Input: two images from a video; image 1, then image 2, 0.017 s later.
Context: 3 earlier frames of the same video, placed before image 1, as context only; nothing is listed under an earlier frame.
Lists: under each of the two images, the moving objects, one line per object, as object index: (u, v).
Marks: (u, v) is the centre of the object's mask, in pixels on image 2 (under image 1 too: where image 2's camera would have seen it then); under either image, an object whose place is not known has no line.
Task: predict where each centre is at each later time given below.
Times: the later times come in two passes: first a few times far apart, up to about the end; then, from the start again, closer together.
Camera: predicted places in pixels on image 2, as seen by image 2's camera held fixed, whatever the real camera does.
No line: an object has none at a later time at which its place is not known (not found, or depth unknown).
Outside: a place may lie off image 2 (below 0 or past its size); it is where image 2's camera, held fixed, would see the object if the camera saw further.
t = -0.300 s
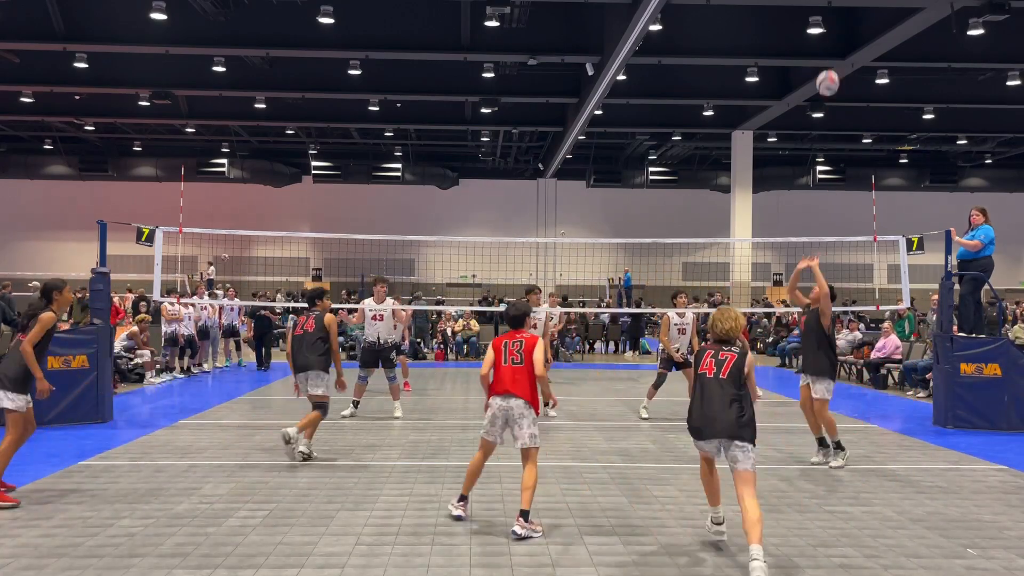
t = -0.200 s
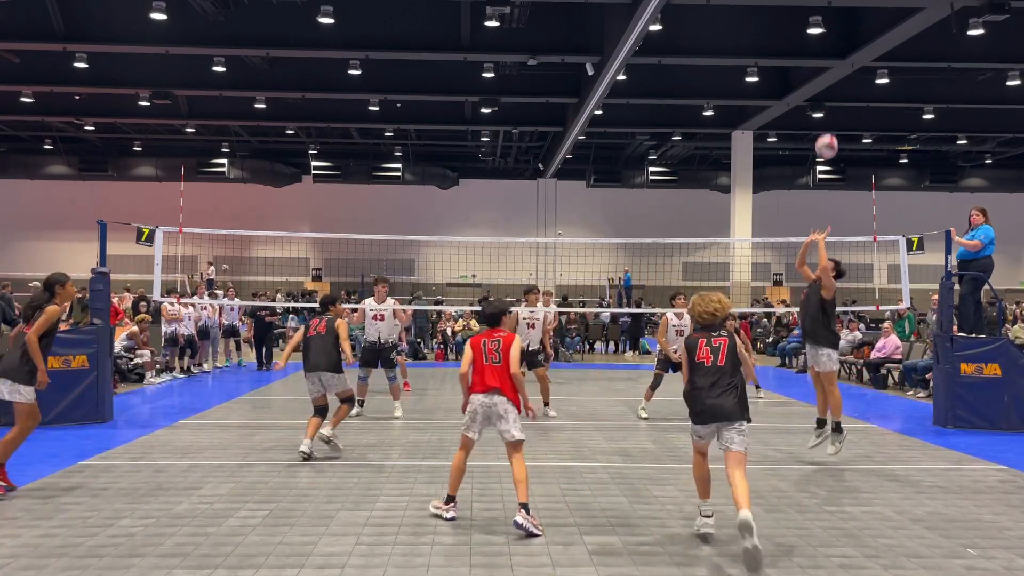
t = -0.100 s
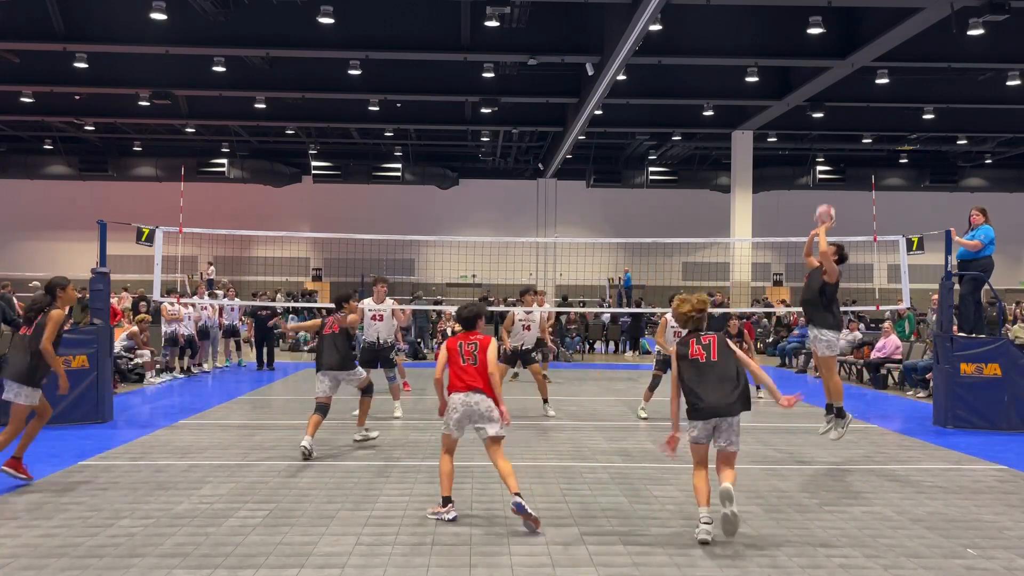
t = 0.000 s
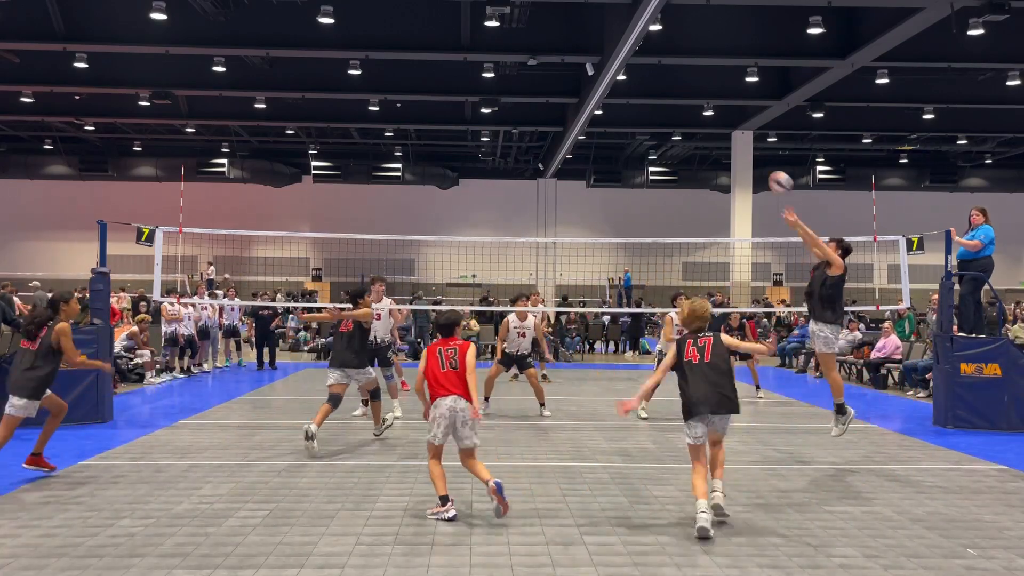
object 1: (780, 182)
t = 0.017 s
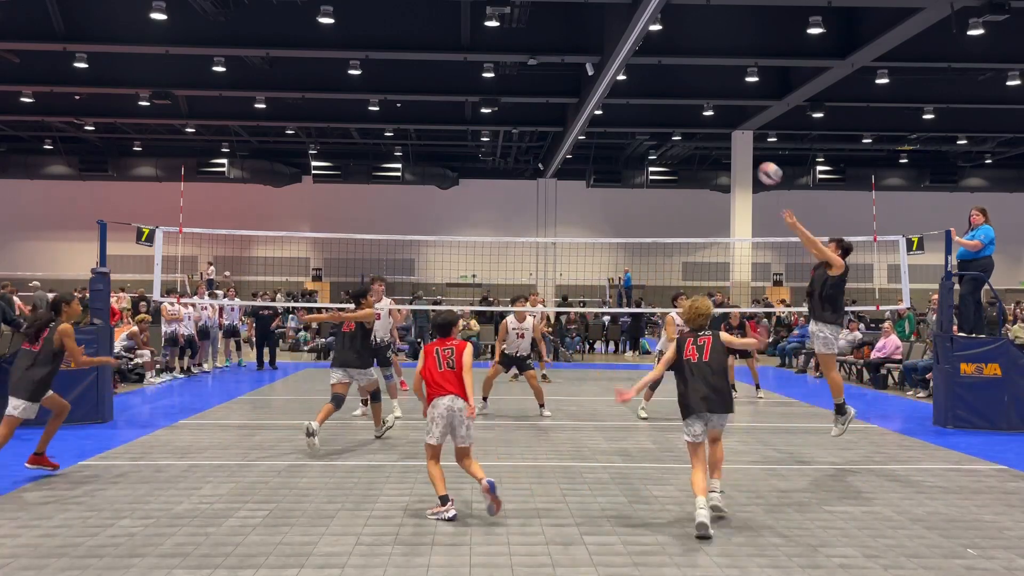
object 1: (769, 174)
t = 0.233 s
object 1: (641, 89)
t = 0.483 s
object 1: (513, 52)
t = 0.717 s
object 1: (407, 69)
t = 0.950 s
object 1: (311, 126)
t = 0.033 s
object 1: (760, 165)
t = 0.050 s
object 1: (750, 156)
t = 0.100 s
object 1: (718, 134)
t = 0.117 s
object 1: (708, 128)
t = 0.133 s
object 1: (698, 121)
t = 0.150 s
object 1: (689, 115)
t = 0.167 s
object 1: (679, 109)
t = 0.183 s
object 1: (669, 104)
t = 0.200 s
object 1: (660, 99)
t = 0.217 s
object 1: (650, 94)
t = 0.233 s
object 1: (641, 89)
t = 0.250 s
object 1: (632, 85)
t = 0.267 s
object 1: (624, 80)
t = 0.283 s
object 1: (615, 77)
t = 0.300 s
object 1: (606, 73)
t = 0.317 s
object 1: (596, 70)
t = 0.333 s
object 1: (588, 67)
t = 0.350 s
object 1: (581, 65)
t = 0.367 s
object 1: (571, 62)
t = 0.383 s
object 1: (562, 60)
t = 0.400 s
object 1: (554, 58)
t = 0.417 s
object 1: (546, 56)
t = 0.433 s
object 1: (538, 55)
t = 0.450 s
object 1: (530, 54)
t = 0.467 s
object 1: (521, 53)
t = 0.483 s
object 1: (513, 52)
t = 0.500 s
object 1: (505, 52)
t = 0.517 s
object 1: (497, 52)
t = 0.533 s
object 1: (489, 53)
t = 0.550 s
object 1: (482, 53)
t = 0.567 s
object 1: (474, 54)
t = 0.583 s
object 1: (467, 55)
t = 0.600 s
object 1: (459, 56)
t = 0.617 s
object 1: (451, 57)
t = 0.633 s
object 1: (444, 59)
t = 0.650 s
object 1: (436, 60)
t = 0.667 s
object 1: (429, 62)
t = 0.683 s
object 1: (421, 64)
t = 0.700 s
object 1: (414, 67)
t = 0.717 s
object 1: (407, 69)
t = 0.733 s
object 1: (400, 72)
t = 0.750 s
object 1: (392, 75)
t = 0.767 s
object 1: (386, 78)
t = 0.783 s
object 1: (379, 82)
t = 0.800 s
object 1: (372, 85)
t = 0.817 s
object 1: (365, 89)
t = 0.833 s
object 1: (358, 93)
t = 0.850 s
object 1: (351, 97)
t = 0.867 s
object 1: (344, 101)
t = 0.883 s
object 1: (338, 106)
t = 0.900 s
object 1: (331, 110)
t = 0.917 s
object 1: (324, 115)
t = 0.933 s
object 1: (318, 120)
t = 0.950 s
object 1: (311, 126)
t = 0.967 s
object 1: (305, 131)
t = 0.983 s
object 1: (298, 137)
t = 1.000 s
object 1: (292, 143)
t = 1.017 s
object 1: (286, 148)
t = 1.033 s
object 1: (280, 155)
